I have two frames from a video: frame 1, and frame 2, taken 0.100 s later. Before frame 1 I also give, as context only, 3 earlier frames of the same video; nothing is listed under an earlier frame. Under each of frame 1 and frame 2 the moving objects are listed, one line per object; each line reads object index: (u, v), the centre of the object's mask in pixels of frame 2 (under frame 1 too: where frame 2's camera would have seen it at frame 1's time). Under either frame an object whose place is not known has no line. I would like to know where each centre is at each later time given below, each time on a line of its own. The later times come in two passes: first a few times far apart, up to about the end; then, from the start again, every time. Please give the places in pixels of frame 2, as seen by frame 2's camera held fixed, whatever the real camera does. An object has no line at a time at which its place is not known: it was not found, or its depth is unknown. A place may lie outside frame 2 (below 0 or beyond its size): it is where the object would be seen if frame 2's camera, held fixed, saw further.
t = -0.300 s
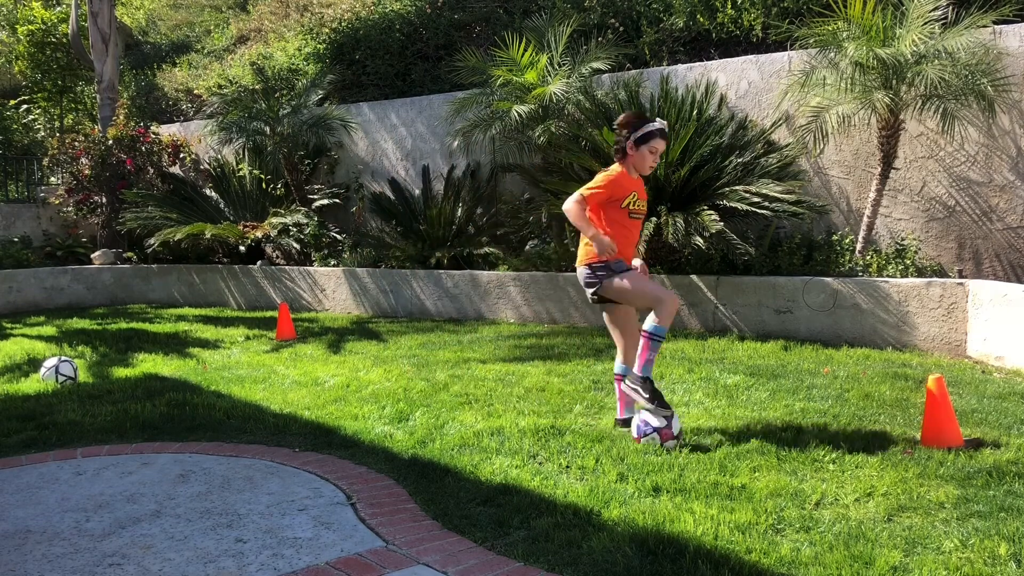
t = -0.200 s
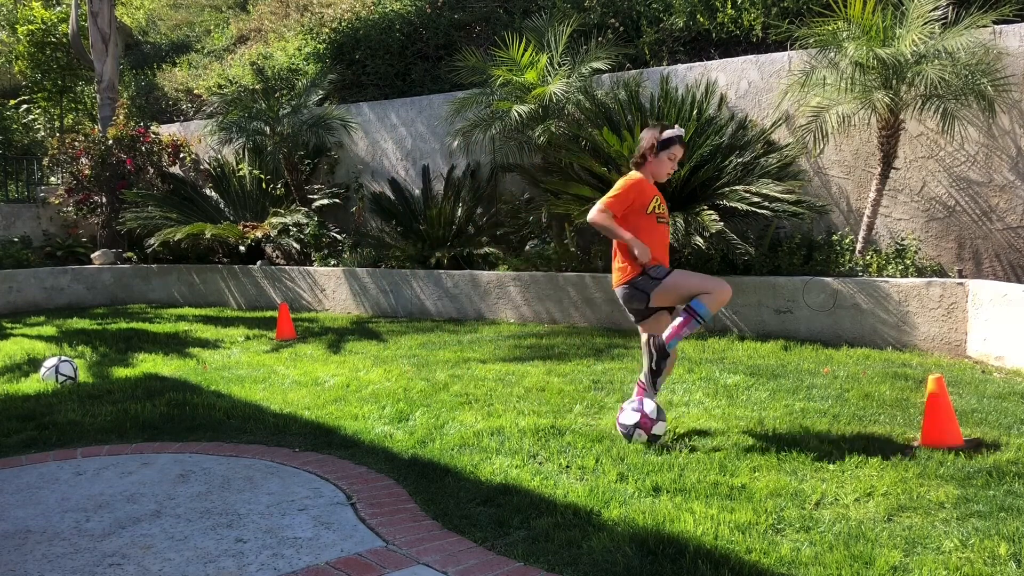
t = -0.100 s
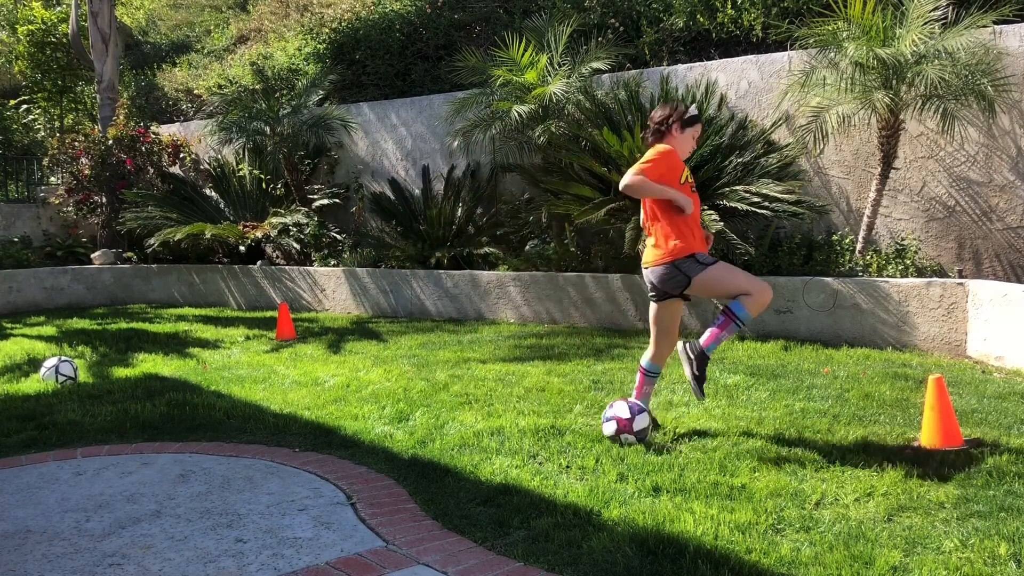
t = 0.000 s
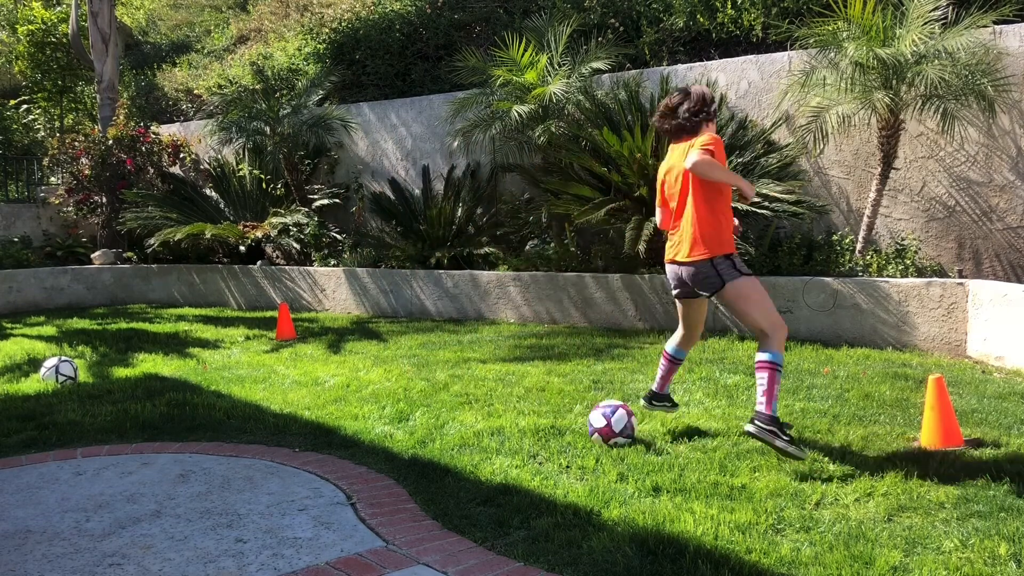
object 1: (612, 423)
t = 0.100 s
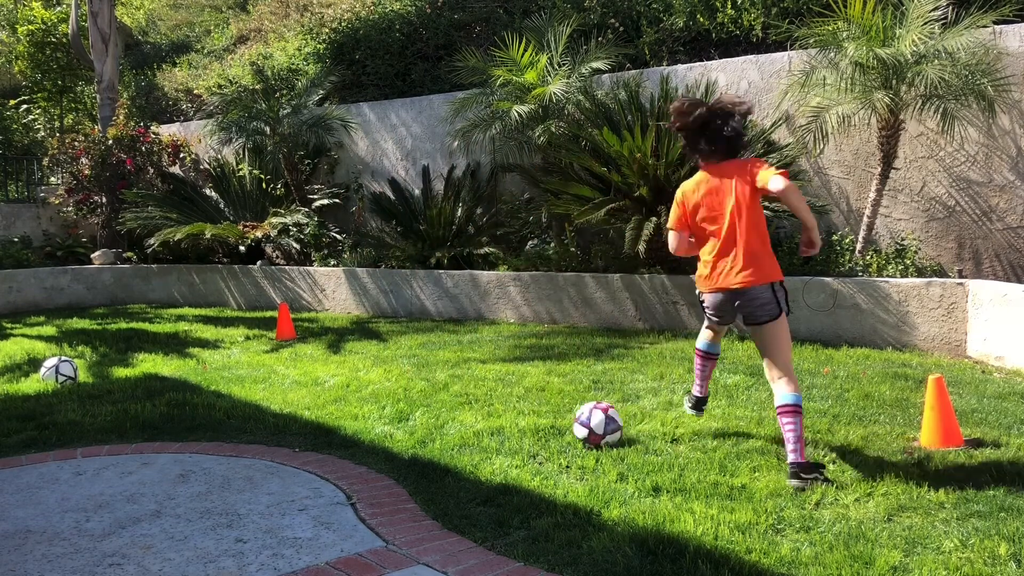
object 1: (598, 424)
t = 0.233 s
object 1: (584, 425)
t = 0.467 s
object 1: (583, 424)
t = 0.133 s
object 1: (593, 425)
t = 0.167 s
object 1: (589, 425)
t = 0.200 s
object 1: (587, 425)
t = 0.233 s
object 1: (584, 425)
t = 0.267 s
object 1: (583, 424)
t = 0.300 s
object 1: (581, 424)
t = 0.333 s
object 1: (581, 424)
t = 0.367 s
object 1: (581, 424)
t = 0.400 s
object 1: (581, 424)
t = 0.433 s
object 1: (582, 424)
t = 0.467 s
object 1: (583, 424)
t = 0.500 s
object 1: (584, 425)
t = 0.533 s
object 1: (586, 425)
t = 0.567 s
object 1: (588, 425)
